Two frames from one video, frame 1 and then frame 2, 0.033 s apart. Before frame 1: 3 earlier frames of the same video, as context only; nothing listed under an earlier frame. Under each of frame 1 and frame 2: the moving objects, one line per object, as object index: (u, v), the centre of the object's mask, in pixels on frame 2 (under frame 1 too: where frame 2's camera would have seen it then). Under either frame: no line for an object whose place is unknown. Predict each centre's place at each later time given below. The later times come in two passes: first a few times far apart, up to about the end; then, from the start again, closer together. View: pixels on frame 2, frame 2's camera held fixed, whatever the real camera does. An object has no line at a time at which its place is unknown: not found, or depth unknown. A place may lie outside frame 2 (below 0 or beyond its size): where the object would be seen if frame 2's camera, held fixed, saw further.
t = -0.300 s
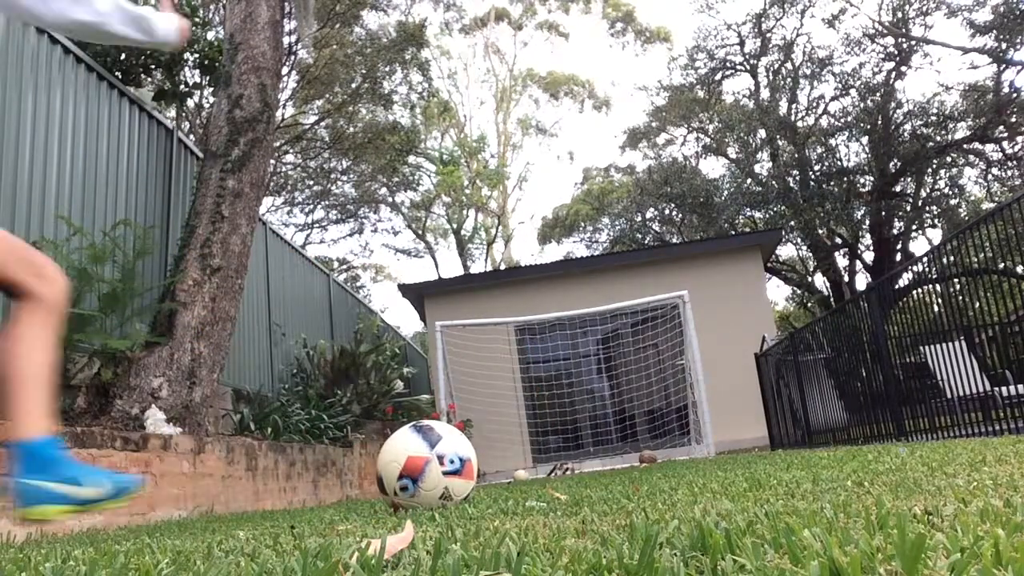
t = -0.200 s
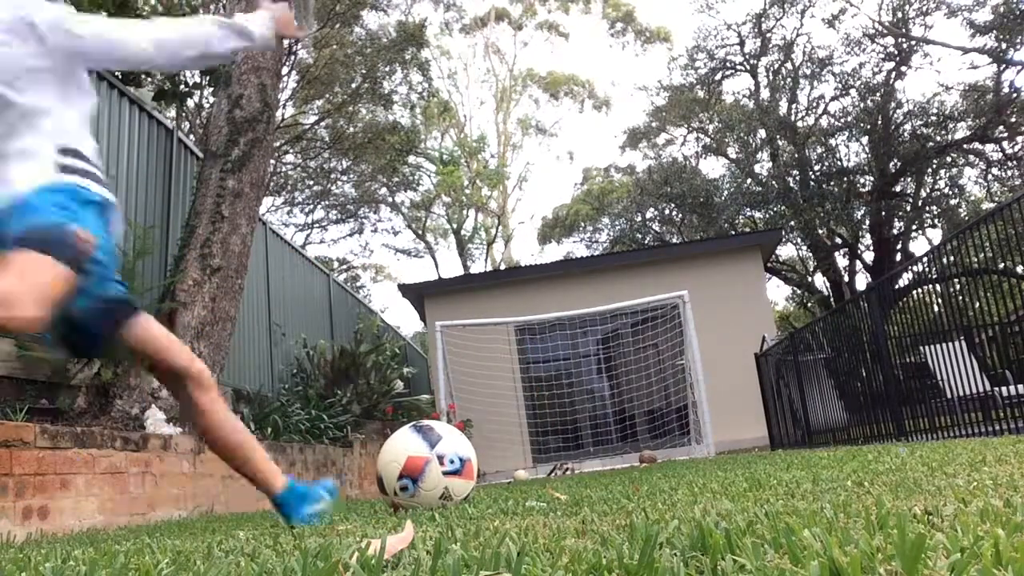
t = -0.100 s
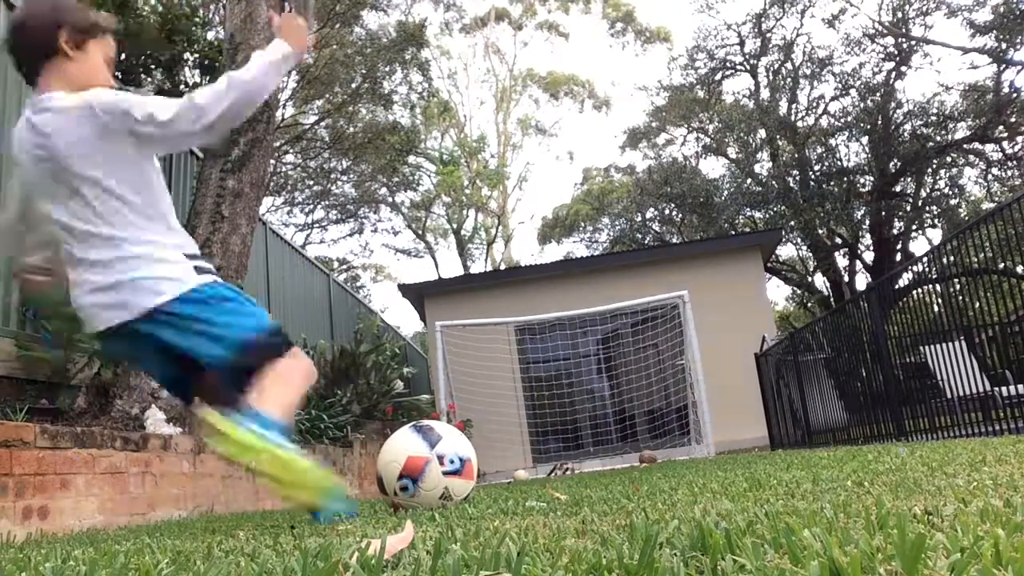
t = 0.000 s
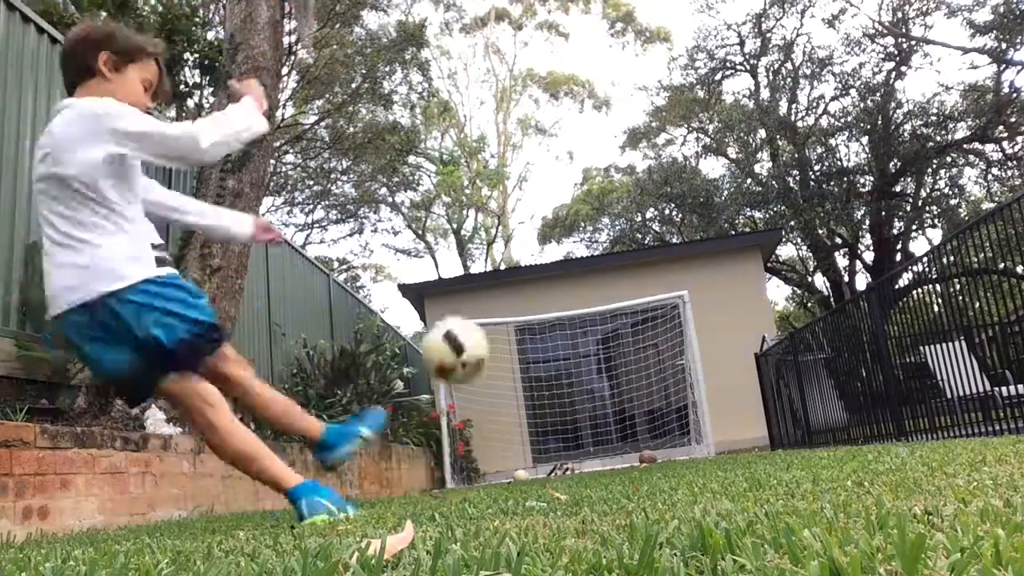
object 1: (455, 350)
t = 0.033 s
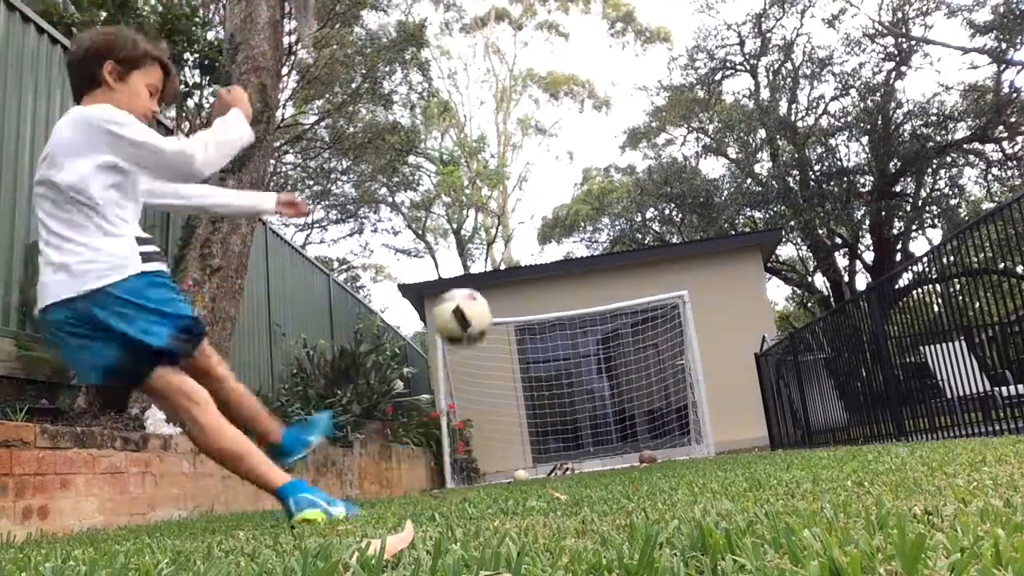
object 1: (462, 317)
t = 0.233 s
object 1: (482, 257)
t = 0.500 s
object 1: (498, 282)
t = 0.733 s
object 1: (508, 295)
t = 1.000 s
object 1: (512, 262)
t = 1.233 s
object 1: (524, 274)
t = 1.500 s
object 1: (545, 350)
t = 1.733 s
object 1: (570, 465)
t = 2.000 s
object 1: (573, 397)
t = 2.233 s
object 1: (583, 391)
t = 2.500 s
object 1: (604, 449)
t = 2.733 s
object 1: (619, 436)
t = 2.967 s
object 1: (638, 444)
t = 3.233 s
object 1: (659, 451)
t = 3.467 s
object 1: (673, 445)
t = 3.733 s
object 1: (680, 450)
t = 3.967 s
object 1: (683, 450)
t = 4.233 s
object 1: (683, 450)
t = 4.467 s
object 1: (683, 450)
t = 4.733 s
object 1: (683, 450)
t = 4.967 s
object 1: (683, 450)
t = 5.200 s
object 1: (683, 450)
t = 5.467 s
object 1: (683, 450)
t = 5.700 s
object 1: (683, 451)
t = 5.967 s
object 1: (683, 451)
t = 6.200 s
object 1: (682, 451)
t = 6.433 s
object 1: (683, 450)
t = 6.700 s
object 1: (683, 450)
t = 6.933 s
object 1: (682, 450)
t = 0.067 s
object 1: (468, 295)
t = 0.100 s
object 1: (472, 279)
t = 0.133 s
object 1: (477, 272)
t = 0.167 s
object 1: (479, 262)
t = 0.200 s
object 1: (481, 259)
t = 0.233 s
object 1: (482, 257)
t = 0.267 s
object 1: (483, 257)
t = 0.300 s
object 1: (485, 259)
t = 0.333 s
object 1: (488, 260)
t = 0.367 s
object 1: (489, 263)
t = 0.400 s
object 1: (493, 267)
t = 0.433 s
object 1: (495, 272)
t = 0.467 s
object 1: (496, 277)
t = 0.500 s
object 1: (498, 282)
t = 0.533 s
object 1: (501, 290)
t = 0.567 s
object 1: (503, 296)
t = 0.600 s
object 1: (505, 304)
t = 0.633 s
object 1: (508, 311)
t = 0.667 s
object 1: (509, 312)
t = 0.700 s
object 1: (508, 303)
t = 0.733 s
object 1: (508, 295)
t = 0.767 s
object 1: (509, 288)
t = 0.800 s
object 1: (509, 282)
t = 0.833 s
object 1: (509, 276)
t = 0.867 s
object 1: (510, 271)
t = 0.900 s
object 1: (510, 267)
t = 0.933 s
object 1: (512, 266)
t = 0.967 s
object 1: (512, 265)
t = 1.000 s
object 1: (512, 262)
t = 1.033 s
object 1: (513, 263)
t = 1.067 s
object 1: (516, 263)
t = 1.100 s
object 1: (516, 263)
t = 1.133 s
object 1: (515, 265)
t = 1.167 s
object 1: (519, 268)
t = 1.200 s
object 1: (522, 270)
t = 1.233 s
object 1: (524, 274)
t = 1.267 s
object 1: (526, 281)
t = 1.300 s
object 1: (528, 288)
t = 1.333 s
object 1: (530, 296)
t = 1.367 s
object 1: (534, 304)
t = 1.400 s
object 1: (535, 313)
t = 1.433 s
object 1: (539, 326)
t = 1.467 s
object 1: (541, 337)
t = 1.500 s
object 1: (545, 350)
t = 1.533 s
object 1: (549, 367)
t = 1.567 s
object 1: (552, 384)
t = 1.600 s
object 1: (556, 400)
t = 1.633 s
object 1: (560, 420)
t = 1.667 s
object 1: (564, 441)
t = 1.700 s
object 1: (569, 459)
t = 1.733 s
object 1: (570, 465)
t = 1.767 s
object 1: (570, 453)
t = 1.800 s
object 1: (570, 442)
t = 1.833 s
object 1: (571, 433)
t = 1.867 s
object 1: (571, 424)
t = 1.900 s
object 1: (571, 415)
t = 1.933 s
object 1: (572, 407)
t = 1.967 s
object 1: (572, 401)
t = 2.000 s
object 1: (573, 397)
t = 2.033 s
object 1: (574, 393)
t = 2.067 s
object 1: (575, 389)
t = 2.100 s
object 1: (576, 388)
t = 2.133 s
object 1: (578, 387)
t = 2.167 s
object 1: (580, 388)
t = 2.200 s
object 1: (581, 389)
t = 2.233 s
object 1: (583, 391)
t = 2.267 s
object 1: (585, 395)
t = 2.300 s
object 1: (587, 398)
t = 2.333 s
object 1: (590, 404)
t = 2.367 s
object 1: (593, 412)
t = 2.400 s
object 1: (595, 420)
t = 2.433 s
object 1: (598, 429)
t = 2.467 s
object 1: (601, 439)
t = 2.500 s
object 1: (604, 449)
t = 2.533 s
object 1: (607, 462)
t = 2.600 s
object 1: (611, 455)
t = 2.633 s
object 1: (613, 449)
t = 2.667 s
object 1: (615, 443)
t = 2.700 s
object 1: (617, 439)
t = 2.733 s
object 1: (619, 436)
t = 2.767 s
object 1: (622, 434)
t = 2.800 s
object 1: (624, 434)
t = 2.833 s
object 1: (627, 434)
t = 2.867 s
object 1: (629, 435)
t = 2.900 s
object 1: (632, 437)
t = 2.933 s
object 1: (636, 441)
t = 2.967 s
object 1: (638, 444)
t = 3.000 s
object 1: (642, 451)
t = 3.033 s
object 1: (646, 456)
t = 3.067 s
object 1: (648, 456)
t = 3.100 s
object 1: (649, 452)
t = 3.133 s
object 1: (651, 450)
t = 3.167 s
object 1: (655, 450)
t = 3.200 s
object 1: (657, 450)
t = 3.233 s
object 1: (659, 451)
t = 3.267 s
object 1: (661, 452)
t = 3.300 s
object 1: (664, 451)
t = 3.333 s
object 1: (666, 450)
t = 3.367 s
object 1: (666, 446)
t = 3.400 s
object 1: (668, 446)
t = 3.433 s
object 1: (670, 445)
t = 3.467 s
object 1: (673, 445)
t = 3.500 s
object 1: (673, 446)
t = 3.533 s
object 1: (676, 445)
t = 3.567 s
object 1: (675, 445)
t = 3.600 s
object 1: (677, 446)
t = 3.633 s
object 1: (677, 446)
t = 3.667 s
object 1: (677, 447)
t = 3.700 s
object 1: (678, 450)
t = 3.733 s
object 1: (680, 450)
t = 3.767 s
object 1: (681, 450)
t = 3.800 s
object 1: (682, 450)
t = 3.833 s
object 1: (682, 450)
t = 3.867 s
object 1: (682, 450)
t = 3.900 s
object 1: (683, 450)
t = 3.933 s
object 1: (683, 450)
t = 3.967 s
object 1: (683, 450)
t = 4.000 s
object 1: (683, 450)
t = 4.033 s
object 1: (683, 450)
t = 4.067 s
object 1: (683, 450)
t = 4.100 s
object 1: (683, 450)
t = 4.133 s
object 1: (683, 450)
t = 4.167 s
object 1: (683, 450)
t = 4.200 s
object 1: (683, 450)
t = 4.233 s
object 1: (683, 450)
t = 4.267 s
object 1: (683, 450)
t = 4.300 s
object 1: (683, 450)
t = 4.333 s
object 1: (683, 450)
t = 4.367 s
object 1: (683, 450)
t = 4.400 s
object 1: (683, 450)
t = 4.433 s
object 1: (683, 450)
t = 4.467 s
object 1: (683, 450)
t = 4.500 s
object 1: (683, 450)
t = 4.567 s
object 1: (683, 450)
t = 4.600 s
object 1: (683, 450)
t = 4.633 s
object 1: (683, 450)
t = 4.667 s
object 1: (683, 450)
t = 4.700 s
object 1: (683, 450)
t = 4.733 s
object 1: (683, 450)
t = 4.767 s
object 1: (683, 450)
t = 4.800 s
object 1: (683, 450)
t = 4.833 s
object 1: (683, 450)
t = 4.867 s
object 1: (683, 450)
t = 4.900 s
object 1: (683, 450)
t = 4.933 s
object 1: (683, 450)
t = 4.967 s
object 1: (683, 450)
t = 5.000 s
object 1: (683, 450)
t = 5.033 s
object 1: (683, 450)
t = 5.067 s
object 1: (683, 450)
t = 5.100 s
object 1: (683, 450)
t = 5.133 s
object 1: (683, 450)
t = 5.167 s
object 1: (683, 450)
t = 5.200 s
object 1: (683, 450)
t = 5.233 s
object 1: (683, 450)
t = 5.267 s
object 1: (683, 450)
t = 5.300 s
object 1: (683, 450)
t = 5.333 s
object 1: (683, 450)
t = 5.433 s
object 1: (683, 450)
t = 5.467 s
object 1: (683, 450)
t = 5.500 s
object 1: (683, 450)
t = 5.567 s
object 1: (683, 451)
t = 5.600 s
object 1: (683, 451)
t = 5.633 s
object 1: (683, 451)
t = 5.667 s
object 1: (683, 451)
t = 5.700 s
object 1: (683, 451)
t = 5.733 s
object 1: (683, 451)
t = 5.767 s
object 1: (683, 451)
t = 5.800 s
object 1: (683, 451)
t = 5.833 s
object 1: (683, 451)
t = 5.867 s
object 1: (683, 451)
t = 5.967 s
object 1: (683, 451)
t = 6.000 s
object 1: (683, 451)
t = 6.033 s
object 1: (683, 451)
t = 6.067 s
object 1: (683, 451)
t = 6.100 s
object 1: (683, 451)
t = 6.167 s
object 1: (683, 450)
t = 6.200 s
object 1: (682, 451)
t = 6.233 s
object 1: (683, 450)
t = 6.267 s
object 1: (683, 450)
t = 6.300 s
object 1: (683, 450)
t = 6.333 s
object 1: (683, 450)
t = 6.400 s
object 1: (683, 450)
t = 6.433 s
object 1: (683, 450)
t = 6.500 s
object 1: (682, 450)
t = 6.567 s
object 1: (682, 450)
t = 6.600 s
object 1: (683, 450)
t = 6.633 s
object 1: (682, 451)
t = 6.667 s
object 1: (683, 450)
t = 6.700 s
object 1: (683, 450)
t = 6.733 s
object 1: (683, 450)
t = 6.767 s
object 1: (683, 450)
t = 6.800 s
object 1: (682, 450)
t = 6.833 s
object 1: (683, 450)
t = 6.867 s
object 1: (682, 450)
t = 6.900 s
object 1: (682, 450)
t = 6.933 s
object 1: (682, 450)
